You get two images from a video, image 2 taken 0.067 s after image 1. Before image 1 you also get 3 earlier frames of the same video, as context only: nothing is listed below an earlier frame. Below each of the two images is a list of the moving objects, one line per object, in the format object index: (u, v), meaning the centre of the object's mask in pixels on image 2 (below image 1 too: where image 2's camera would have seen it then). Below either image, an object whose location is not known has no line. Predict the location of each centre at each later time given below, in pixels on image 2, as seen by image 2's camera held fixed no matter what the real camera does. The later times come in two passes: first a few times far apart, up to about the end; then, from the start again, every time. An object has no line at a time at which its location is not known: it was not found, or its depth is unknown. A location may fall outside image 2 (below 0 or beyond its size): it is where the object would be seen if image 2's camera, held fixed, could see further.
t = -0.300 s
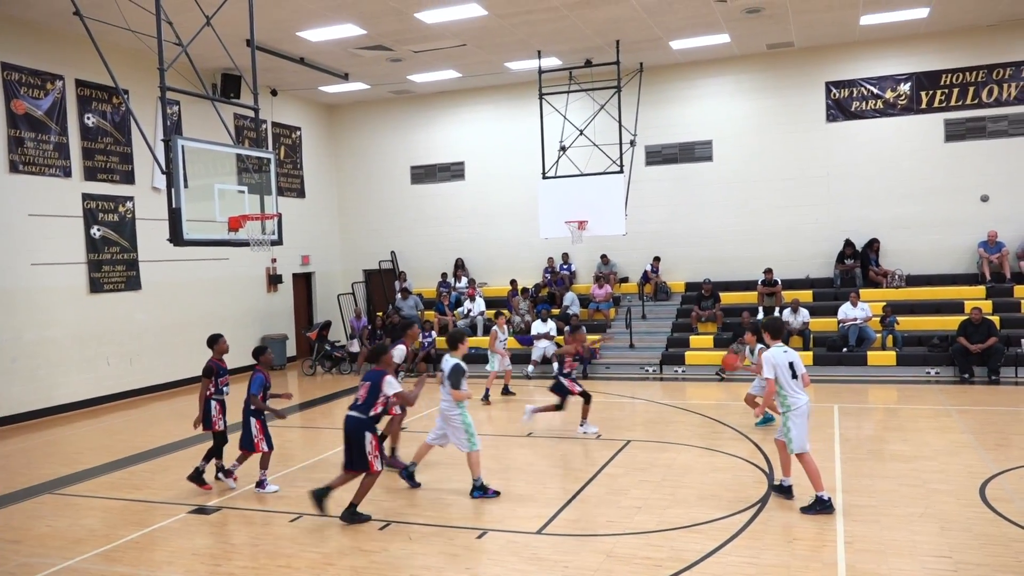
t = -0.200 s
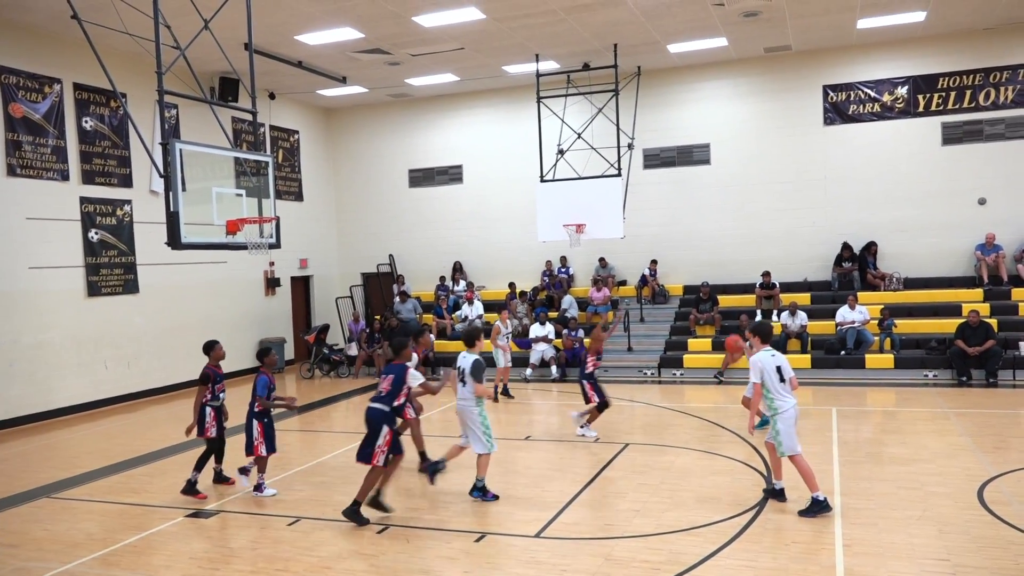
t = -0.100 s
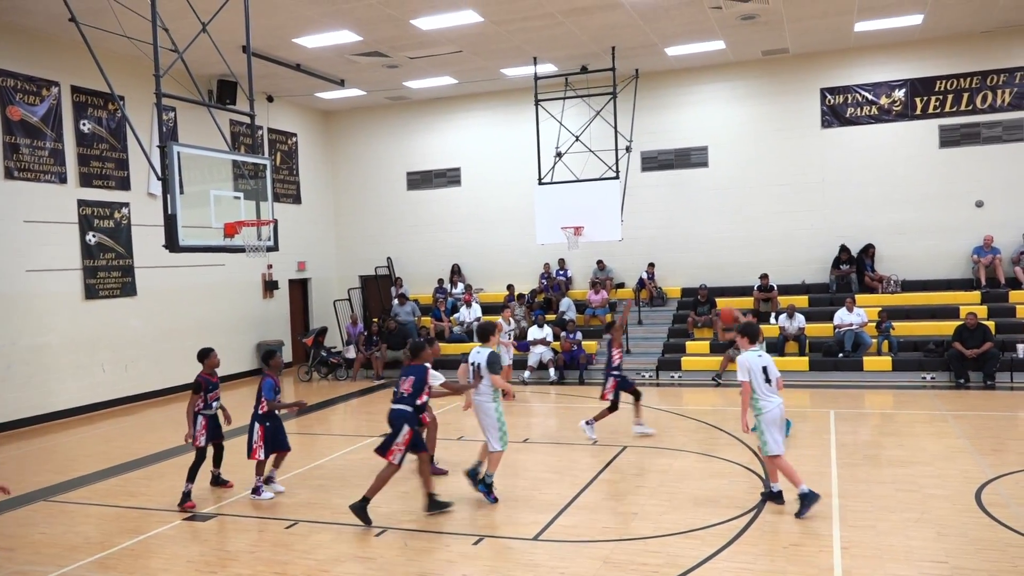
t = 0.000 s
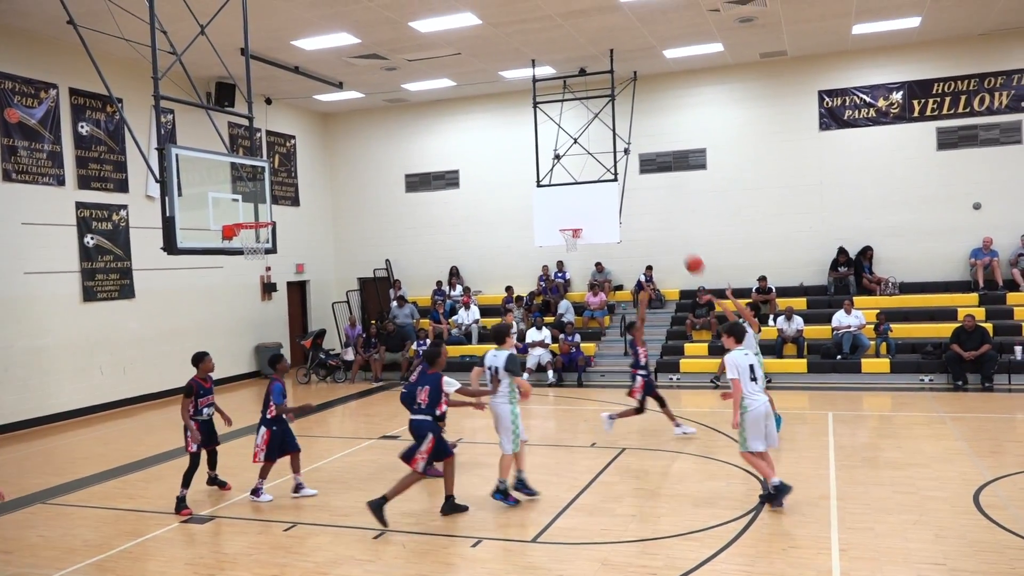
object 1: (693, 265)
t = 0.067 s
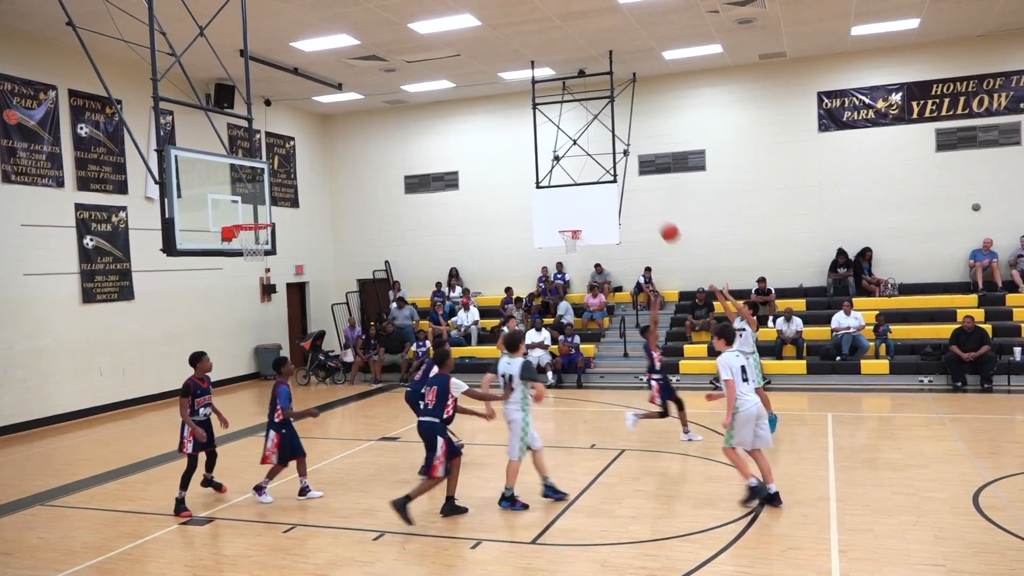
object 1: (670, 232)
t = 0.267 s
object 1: (599, 152)
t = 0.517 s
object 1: (515, 92)
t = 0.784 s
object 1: (427, 80)
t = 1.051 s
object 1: (342, 123)
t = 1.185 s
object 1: (301, 165)
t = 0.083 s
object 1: (664, 224)
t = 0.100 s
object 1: (658, 216)
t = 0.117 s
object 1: (652, 209)
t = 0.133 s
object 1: (646, 202)
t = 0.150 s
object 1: (640, 195)
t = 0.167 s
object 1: (635, 188)
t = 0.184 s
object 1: (629, 181)
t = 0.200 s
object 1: (623, 176)
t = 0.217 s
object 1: (617, 169)
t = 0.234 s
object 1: (611, 164)
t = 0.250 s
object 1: (605, 157)
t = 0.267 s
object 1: (599, 152)
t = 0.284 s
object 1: (594, 146)
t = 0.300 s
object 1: (588, 141)
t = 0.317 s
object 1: (583, 136)
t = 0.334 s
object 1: (577, 131)
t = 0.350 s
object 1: (571, 126)
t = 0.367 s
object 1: (565, 122)
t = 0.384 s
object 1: (560, 118)
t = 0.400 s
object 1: (554, 114)
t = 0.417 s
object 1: (549, 110)
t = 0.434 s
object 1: (543, 107)
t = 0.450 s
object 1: (537, 103)
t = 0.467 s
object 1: (532, 100)
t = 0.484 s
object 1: (526, 98)
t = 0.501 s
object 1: (521, 95)
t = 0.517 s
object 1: (515, 92)
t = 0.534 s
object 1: (510, 90)
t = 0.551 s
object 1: (504, 88)
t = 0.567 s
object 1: (498, 86)
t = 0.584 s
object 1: (492, 84)
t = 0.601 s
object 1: (487, 83)
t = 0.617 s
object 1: (481, 82)
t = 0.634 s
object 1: (476, 81)
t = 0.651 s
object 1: (471, 80)
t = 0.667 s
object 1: (465, 79)
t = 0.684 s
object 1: (460, 78)
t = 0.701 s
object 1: (454, 78)
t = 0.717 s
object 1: (449, 78)
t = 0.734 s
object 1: (443, 78)
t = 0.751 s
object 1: (438, 78)
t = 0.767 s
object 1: (432, 79)
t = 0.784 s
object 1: (427, 80)
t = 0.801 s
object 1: (421, 81)
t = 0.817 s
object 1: (416, 82)
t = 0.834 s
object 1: (410, 84)
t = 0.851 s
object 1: (405, 86)
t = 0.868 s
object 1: (399, 88)
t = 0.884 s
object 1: (394, 90)
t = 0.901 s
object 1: (390, 93)
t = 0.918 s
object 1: (384, 95)
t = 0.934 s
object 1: (379, 98)
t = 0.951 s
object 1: (374, 101)
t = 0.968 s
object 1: (369, 104)
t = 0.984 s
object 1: (363, 107)
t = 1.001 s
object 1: (357, 111)
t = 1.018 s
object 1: (352, 115)
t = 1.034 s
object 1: (347, 119)
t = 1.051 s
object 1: (342, 123)
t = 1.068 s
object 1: (337, 127)
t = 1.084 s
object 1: (331, 132)
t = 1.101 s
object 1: (326, 137)
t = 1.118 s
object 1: (321, 142)
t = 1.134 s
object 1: (316, 148)
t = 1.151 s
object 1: (311, 153)
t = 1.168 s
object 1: (306, 159)
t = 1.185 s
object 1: (301, 165)
